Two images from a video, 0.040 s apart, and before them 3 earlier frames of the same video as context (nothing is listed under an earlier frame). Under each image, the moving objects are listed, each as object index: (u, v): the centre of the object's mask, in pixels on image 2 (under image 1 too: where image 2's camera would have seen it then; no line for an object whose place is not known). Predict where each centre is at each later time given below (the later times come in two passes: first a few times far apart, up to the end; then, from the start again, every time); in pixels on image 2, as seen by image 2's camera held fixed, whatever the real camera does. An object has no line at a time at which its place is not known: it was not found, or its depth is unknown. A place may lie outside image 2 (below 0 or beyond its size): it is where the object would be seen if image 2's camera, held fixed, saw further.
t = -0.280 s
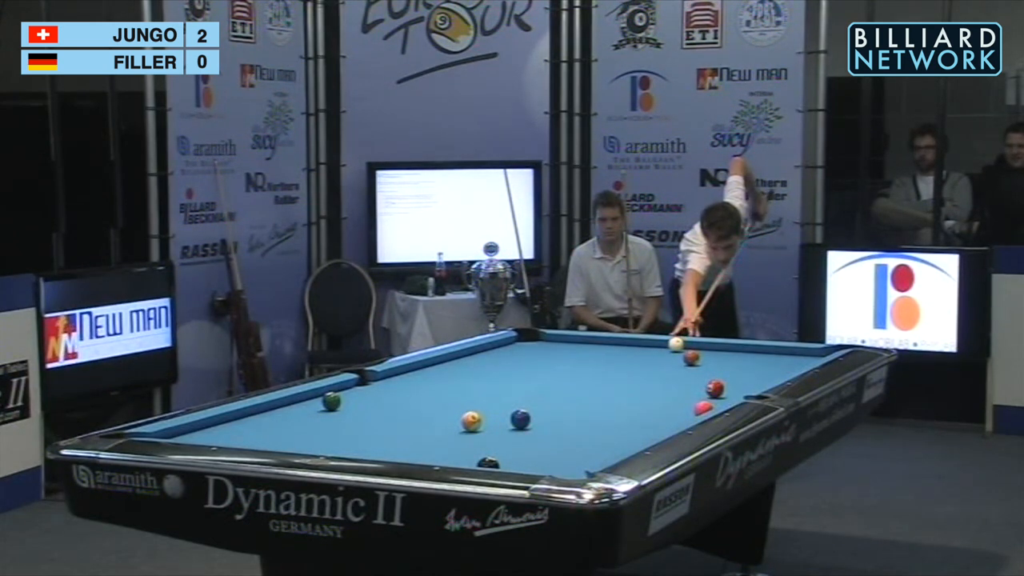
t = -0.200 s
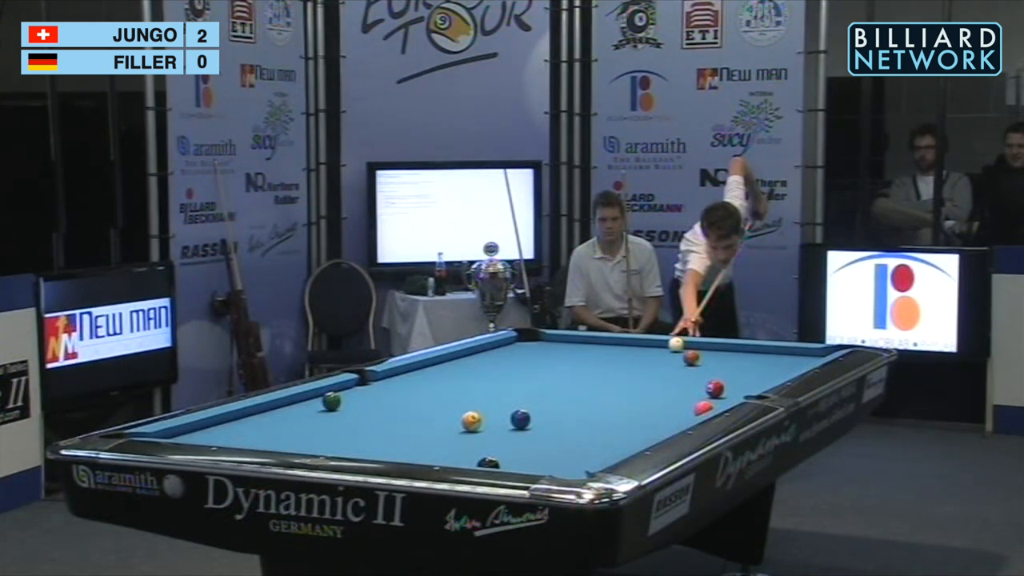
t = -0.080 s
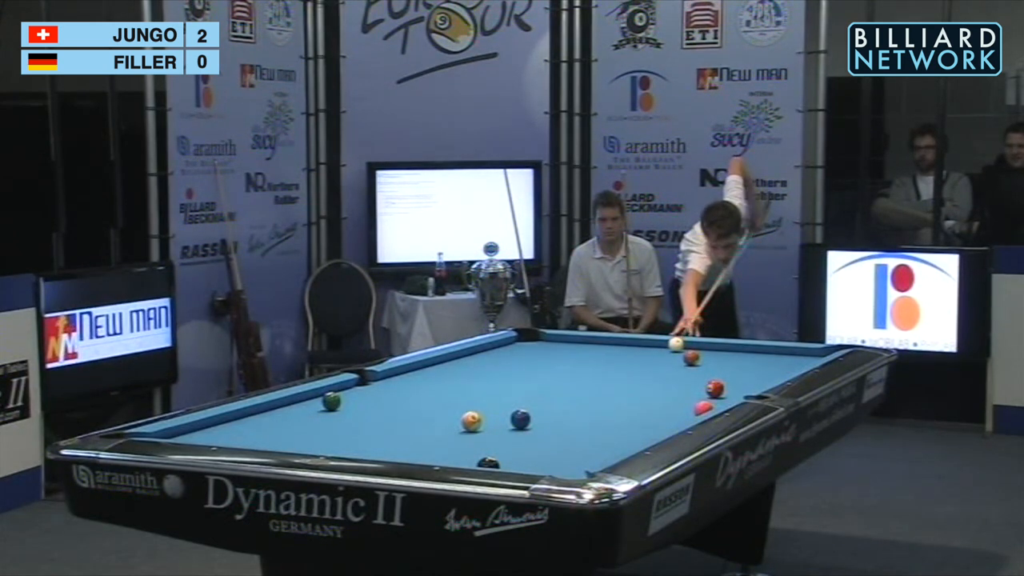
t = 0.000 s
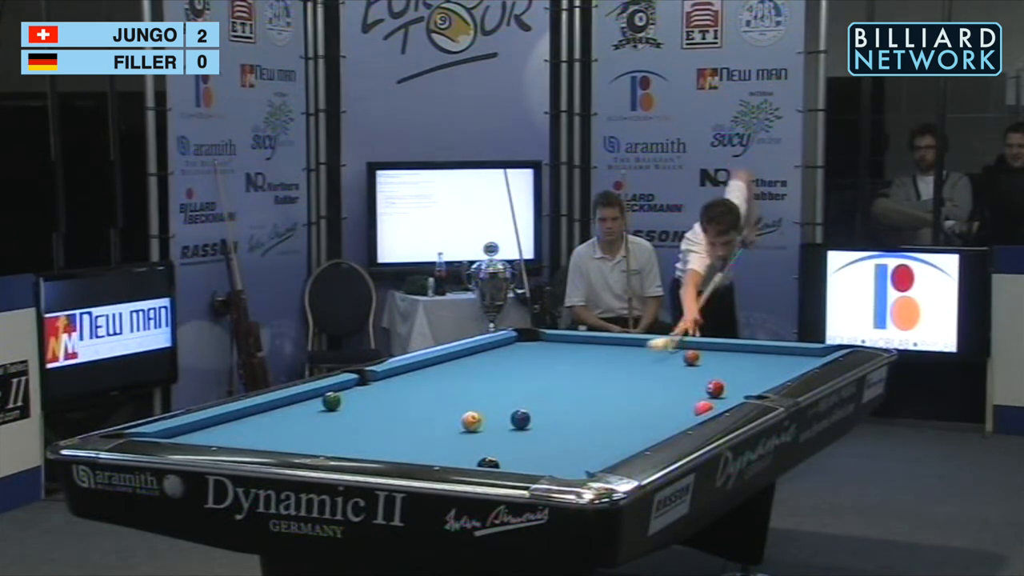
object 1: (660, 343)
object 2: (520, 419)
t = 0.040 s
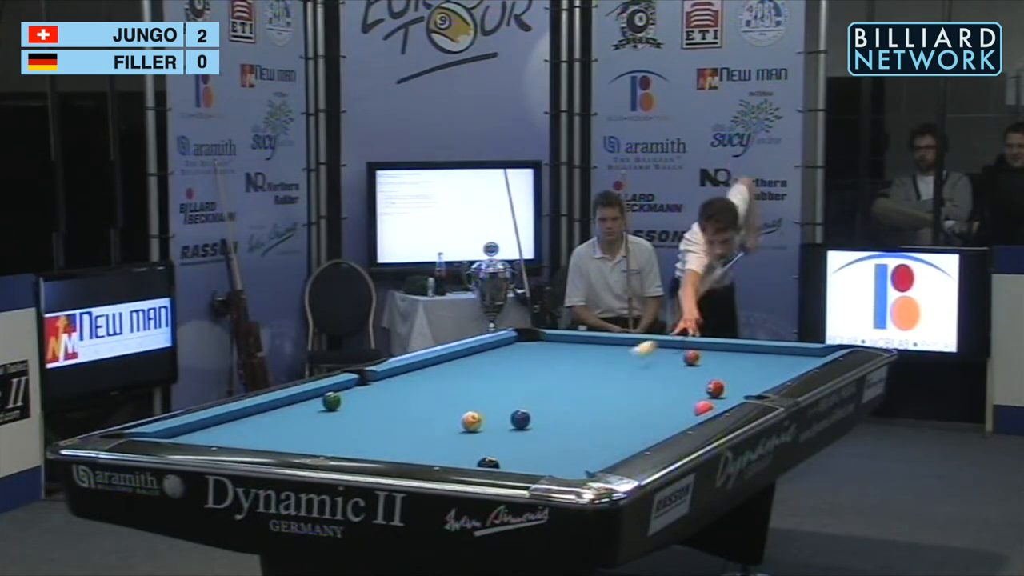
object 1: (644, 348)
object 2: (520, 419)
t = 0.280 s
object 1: (538, 404)
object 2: (520, 419)
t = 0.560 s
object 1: (376, 419)
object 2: (559, 473)
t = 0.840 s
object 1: (237, 422)
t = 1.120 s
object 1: (235, 430)
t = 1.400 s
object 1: (268, 437)
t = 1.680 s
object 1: (300, 443)
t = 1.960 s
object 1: (333, 448)
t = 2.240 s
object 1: (371, 452)
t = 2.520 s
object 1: (409, 454)
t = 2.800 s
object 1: (446, 456)
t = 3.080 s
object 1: (478, 456)
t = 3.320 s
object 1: (509, 459)
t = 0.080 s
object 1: (629, 358)
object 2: (520, 419)
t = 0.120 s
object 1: (612, 371)
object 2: (520, 419)
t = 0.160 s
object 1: (595, 376)
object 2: (520, 419)
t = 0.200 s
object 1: (577, 386)
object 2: (520, 419)
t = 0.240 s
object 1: (558, 394)
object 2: (520, 419)
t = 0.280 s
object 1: (538, 404)
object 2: (520, 419)
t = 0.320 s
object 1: (514, 410)
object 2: (521, 422)
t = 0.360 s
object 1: (492, 415)
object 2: (527, 428)
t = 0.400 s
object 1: (459, 415)
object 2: (533, 438)
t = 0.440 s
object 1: (439, 418)
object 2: (539, 448)
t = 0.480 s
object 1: (417, 418)
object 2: (545, 458)
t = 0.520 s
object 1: (396, 419)
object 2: (552, 467)
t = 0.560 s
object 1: (376, 419)
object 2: (559, 473)
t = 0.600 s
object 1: (355, 420)
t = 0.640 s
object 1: (336, 420)
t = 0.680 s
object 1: (316, 421)
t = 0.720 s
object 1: (297, 421)
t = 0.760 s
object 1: (278, 422)
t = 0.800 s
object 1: (257, 422)
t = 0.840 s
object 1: (237, 422)
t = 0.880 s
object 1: (218, 423)
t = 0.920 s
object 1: (203, 424)
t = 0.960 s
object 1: (210, 425)
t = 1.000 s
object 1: (218, 426)
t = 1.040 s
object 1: (224, 428)
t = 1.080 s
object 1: (230, 429)
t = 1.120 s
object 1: (235, 430)
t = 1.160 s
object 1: (240, 431)
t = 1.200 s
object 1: (244, 432)
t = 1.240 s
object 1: (249, 433)
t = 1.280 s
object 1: (254, 434)
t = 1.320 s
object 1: (259, 435)
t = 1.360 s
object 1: (263, 436)
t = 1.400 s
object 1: (268, 437)
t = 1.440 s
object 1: (272, 438)
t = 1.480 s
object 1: (277, 439)
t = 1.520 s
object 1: (281, 439)
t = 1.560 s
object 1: (286, 440)
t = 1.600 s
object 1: (291, 441)
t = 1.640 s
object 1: (295, 442)
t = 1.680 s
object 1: (300, 443)
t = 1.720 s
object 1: (304, 444)
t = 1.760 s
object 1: (310, 444)
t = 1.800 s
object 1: (314, 445)
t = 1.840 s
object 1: (319, 445)
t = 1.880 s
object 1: (323, 446)
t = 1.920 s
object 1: (328, 448)
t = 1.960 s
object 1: (333, 448)
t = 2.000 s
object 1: (338, 449)
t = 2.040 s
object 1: (343, 450)
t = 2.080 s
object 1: (347, 451)
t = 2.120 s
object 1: (353, 451)
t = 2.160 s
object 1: (359, 451)
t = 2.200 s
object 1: (365, 451)
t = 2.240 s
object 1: (371, 452)
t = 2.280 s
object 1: (376, 452)
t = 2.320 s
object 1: (382, 452)
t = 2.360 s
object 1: (388, 452)
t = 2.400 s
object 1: (393, 453)
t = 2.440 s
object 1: (398, 453)
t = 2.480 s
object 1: (404, 453)
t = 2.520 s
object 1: (409, 454)
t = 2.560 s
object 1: (415, 454)
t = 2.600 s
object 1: (420, 454)
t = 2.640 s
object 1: (425, 455)
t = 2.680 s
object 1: (430, 455)
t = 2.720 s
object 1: (436, 455)
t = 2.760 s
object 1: (441, 456)
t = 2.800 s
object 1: (446, 456)
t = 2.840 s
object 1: (450, 456)
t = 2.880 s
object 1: (456, 456)
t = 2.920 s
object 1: (461, 457)
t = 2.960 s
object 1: (465, 457)
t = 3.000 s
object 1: (470, 457)
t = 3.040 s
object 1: (473, 456)
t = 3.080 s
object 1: (478, 456)
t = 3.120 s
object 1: (482, 455)
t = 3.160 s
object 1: (489, 454)
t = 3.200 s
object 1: (497, 456)
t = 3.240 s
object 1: (500, 457)
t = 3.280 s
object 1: (504, 458)
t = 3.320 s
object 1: (509, 459)
